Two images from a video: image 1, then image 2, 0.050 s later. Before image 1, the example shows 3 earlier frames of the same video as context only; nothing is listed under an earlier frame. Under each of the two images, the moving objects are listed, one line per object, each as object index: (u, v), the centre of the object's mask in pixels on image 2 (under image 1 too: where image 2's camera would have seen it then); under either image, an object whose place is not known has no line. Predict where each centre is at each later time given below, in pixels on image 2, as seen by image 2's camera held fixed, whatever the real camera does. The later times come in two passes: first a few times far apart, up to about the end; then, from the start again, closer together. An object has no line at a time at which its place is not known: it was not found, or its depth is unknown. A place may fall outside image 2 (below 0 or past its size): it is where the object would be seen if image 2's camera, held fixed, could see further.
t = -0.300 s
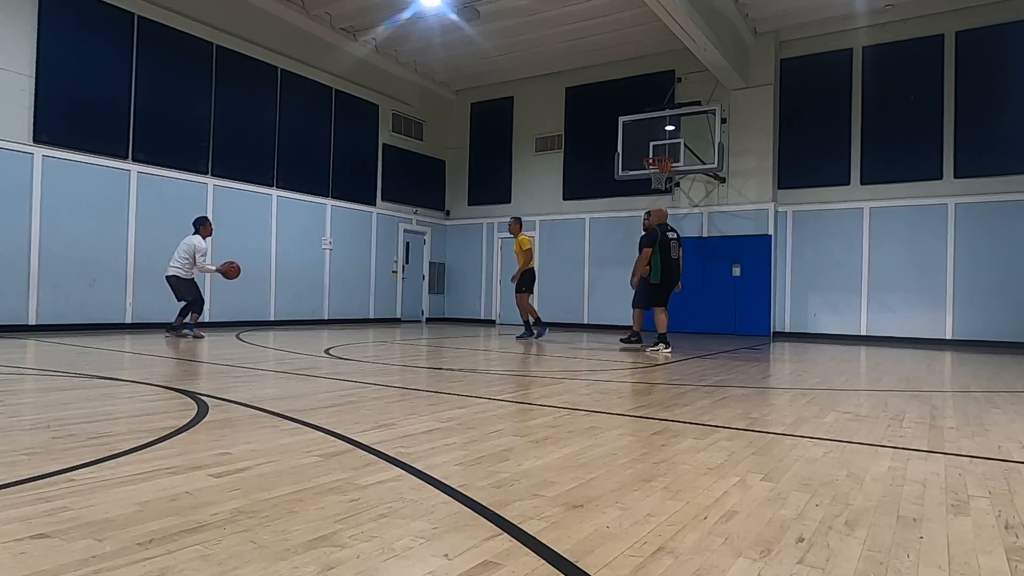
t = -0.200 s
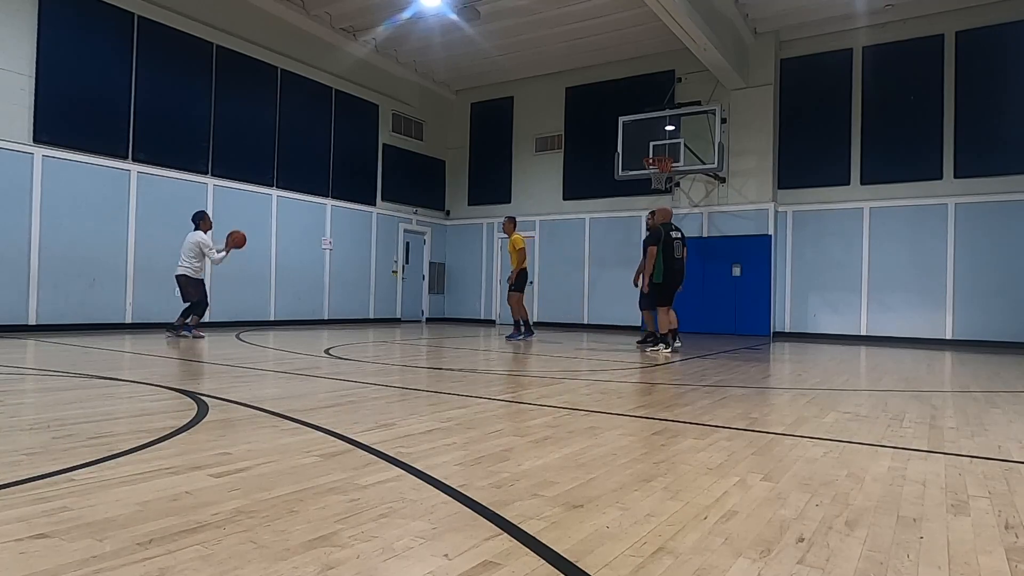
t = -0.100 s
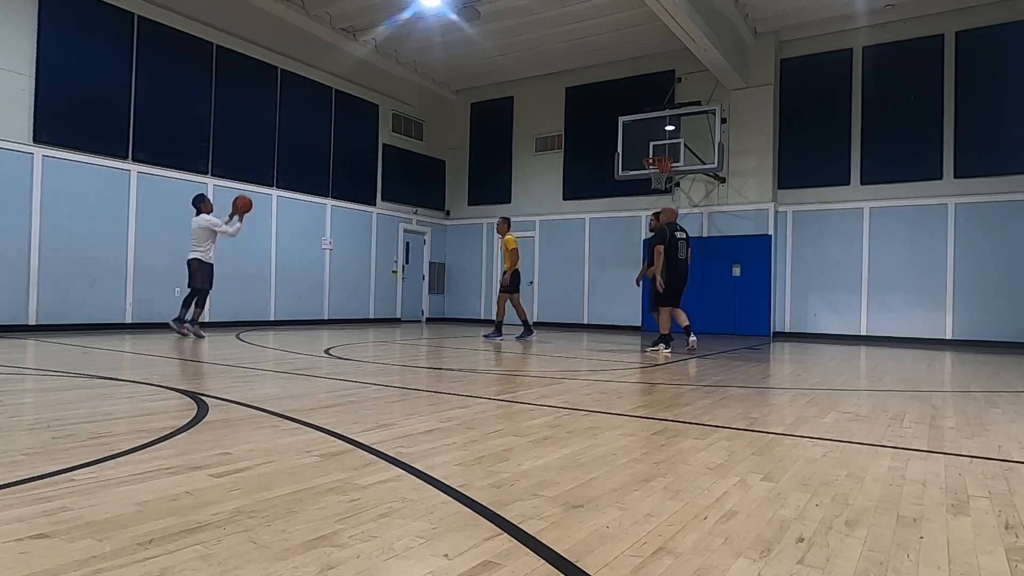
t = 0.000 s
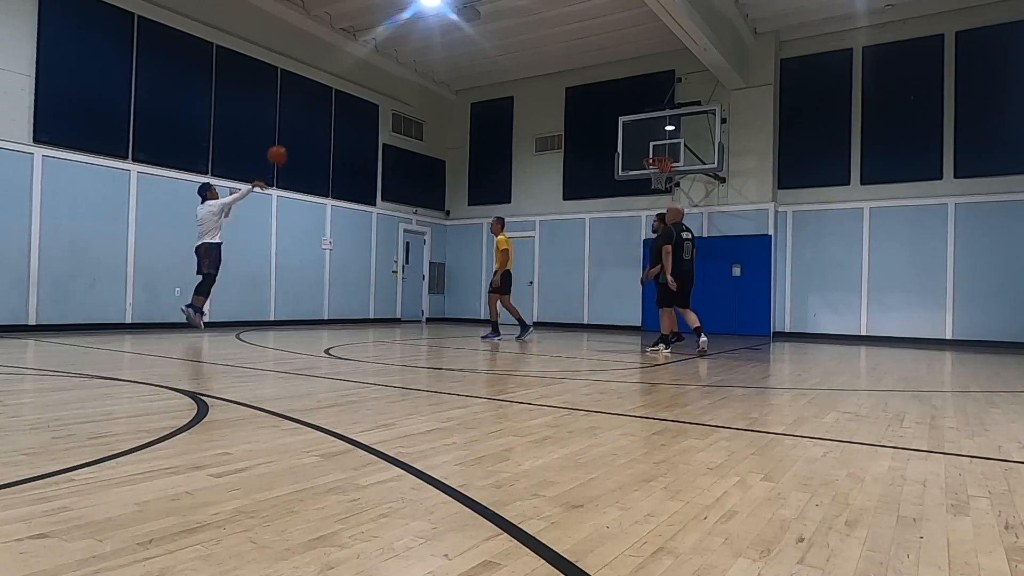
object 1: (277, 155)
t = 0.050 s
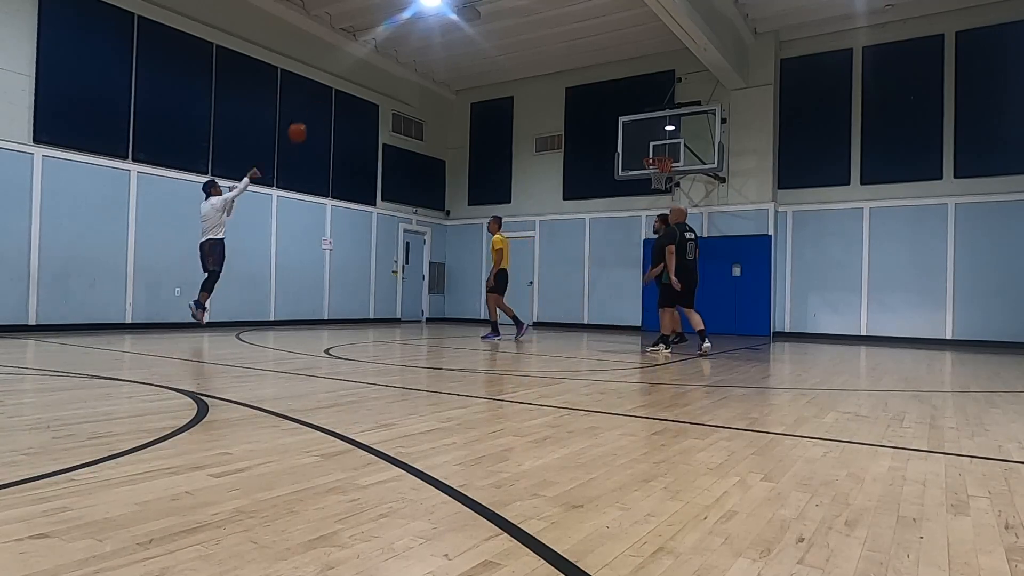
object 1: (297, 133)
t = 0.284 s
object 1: (386, 57)
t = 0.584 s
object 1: (481, 22)
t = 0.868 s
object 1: (558, 43)
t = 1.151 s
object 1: (624, 108)
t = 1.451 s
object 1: (666, 181)
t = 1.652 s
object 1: (670, 217)
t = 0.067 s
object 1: (304, 125)
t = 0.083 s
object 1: (311, 119)
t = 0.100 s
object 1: (317, 112)
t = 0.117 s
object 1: (323, 106)
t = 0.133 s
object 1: (330, 100)
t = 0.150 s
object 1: (336, 94)
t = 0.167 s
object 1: (343, 89)
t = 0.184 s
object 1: (350, 83)
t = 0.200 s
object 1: (356, 78)
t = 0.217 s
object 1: (362, 74)
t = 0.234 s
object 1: (367, 69)
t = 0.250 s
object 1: (374, 65)
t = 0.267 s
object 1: (379, 61)
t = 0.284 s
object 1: (386, 57)
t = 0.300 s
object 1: (391, 53)
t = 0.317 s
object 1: (397, 50)
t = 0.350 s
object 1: (408, 44)
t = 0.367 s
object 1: (414, 41)
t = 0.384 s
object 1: (419, 38)
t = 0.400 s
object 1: (425, 36)
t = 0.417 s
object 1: (430, 33)
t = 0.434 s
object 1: (435, 31)
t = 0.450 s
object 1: (441, 29)
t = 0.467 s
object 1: (446, 28)
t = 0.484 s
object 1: (451, 26)
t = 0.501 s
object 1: (456, 25)
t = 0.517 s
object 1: (461, 24)
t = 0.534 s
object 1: (466, 23)
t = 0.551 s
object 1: (472, 23)
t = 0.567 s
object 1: (476, 22)
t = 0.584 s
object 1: (481, 22)
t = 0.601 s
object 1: (486, 22)
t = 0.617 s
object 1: (491, 22)
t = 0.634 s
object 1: (495, 22)
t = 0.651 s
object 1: (501, 23)
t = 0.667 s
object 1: (505, 23)
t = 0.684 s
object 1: (510, 24)
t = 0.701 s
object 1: (515, 25)
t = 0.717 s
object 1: (519, 26)
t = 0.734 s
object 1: (524, 27)
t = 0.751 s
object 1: (528, 29)
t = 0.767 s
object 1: (532, 30)
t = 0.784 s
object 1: (537, 32)
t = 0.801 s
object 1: (541, 34)
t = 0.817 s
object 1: (546, 36)
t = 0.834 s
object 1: (550, 38)
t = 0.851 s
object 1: (554, 40)
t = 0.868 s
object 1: (558, 43)
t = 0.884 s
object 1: (563, 46)
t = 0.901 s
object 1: (567, 49)
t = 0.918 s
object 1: (571, 52)
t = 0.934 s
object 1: (575, 55)
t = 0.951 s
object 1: (579, 58)
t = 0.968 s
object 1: (583, 61)
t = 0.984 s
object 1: (587, 65)
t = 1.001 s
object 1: (591, 69)
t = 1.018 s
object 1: (595, 73)
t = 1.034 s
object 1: (599, 77)
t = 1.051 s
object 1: (603, 81)
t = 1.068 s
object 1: (606, 86)
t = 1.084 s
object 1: (610, 90)
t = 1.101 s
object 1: (614, 94)
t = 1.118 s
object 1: (617, 99)
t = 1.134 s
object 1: (621, 103)
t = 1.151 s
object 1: (624, 108)
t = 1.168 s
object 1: (628, 114)
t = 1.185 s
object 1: (632, 119)
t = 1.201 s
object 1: (636, 124)
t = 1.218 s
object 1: (639, 129)
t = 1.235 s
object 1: (642, 135)
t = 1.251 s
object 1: (646, 141)
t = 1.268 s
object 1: (650, 147)
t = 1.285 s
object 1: (653, 151)
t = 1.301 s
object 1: (655, 157)
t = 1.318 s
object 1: (659, 160)
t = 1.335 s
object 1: (658, 160)
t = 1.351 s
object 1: (662, 159)
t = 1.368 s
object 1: (664, 172)
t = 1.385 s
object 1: (664, 172)
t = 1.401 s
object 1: (664, 175)
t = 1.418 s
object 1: (666, 179)
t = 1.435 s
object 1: (666, 180)
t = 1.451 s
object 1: (666, 181)
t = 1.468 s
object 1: (667, 183)
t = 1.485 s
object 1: (667, 186)
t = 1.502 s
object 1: (667, 188)
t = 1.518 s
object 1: (668, 191)
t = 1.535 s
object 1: (668, 193)
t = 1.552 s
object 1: (668, 196)
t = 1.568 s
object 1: (669, 200)
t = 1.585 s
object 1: (669, 202)
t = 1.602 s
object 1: (669, 206)
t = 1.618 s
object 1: (669, 209)
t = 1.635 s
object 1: (670, 213)
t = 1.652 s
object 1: (670, 217)
